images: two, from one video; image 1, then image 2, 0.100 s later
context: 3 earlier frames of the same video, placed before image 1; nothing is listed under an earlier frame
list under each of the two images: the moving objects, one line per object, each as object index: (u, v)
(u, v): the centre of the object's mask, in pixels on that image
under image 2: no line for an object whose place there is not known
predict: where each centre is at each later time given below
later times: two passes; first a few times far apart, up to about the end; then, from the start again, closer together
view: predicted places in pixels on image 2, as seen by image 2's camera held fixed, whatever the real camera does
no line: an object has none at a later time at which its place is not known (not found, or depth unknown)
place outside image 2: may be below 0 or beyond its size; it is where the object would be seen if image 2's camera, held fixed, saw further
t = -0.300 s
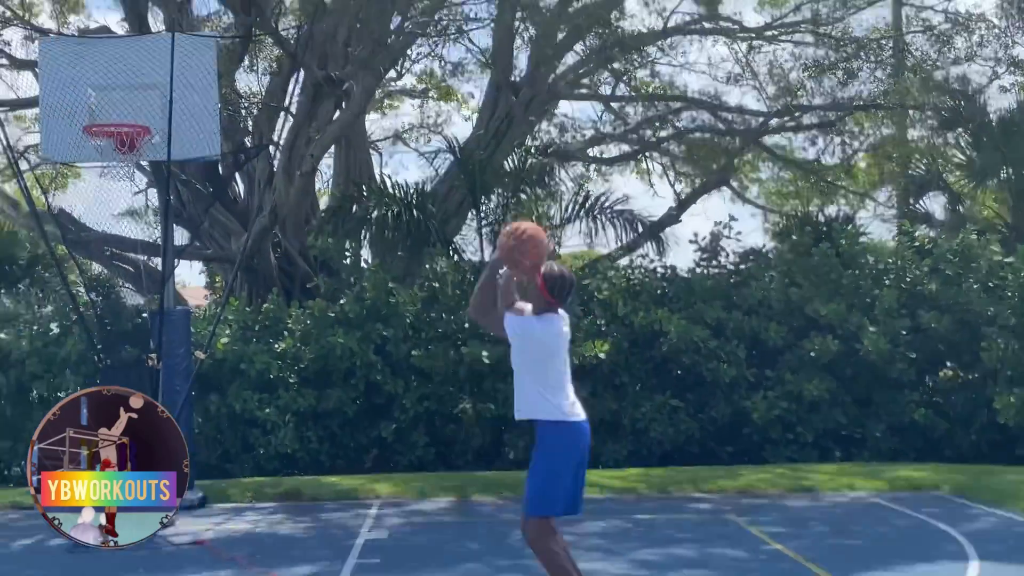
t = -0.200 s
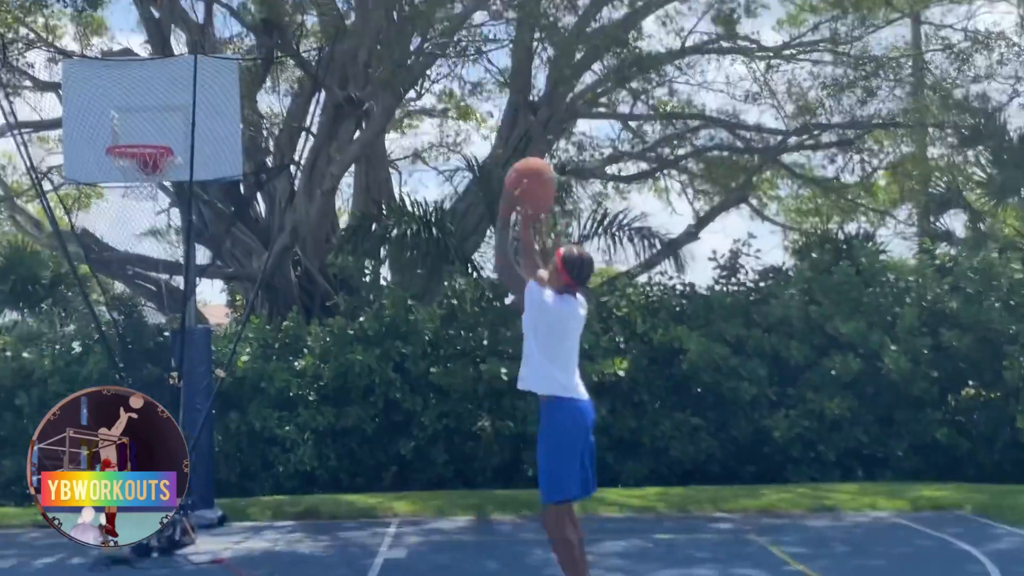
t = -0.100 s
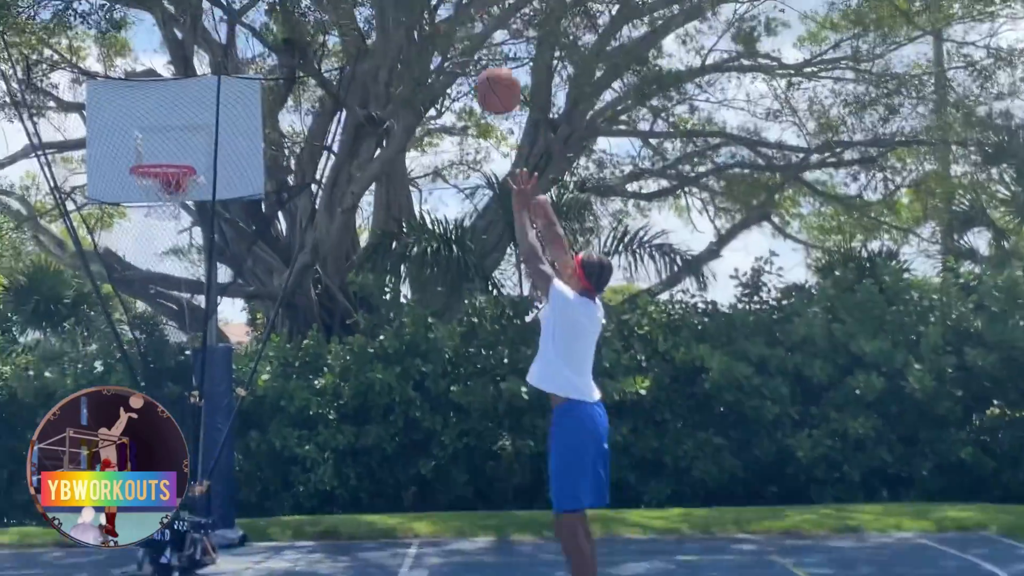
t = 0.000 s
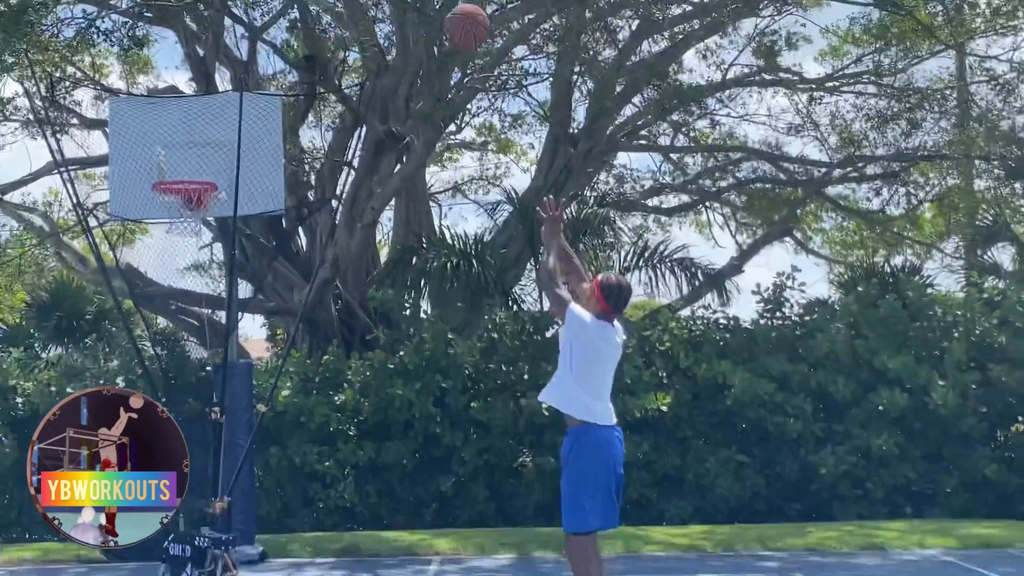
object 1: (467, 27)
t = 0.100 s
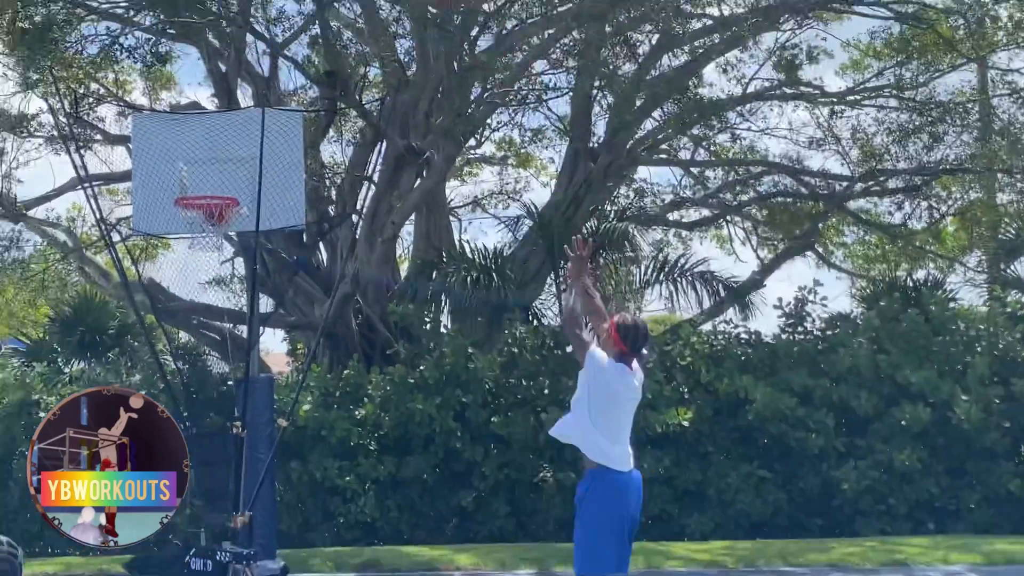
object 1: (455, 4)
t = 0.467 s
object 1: (316, -37)
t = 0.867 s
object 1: (204, 114)
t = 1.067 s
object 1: (194, 161)
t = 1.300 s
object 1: (227, 105)
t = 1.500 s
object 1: (243, 107)
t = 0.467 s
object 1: (316, -37)
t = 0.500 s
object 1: (304, -37)
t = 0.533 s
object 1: (295, -34)
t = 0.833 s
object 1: (214, 94)
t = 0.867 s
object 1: (204, 114)
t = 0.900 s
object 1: (196, 135)
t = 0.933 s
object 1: (188, 157)
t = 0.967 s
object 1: (181, 179)
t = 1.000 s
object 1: (179, 187)
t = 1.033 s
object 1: (186, 173)
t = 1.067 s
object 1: (194, 161)
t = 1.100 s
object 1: (201, 150)
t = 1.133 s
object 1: (209, 140)
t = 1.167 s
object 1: (216, 132)
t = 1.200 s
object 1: (220, 124)
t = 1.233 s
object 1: (222, 117)
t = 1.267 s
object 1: (224, 110)
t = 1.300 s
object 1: (227, 105)
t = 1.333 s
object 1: (229, 102)
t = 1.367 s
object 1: (234, 100)
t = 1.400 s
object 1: (237, 100)
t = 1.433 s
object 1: (239, 100)
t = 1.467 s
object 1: (241, 103)
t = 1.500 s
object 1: (243, 107)
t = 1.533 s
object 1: (245, 112)
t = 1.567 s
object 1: (249, 119)
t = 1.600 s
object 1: (251, 127)
